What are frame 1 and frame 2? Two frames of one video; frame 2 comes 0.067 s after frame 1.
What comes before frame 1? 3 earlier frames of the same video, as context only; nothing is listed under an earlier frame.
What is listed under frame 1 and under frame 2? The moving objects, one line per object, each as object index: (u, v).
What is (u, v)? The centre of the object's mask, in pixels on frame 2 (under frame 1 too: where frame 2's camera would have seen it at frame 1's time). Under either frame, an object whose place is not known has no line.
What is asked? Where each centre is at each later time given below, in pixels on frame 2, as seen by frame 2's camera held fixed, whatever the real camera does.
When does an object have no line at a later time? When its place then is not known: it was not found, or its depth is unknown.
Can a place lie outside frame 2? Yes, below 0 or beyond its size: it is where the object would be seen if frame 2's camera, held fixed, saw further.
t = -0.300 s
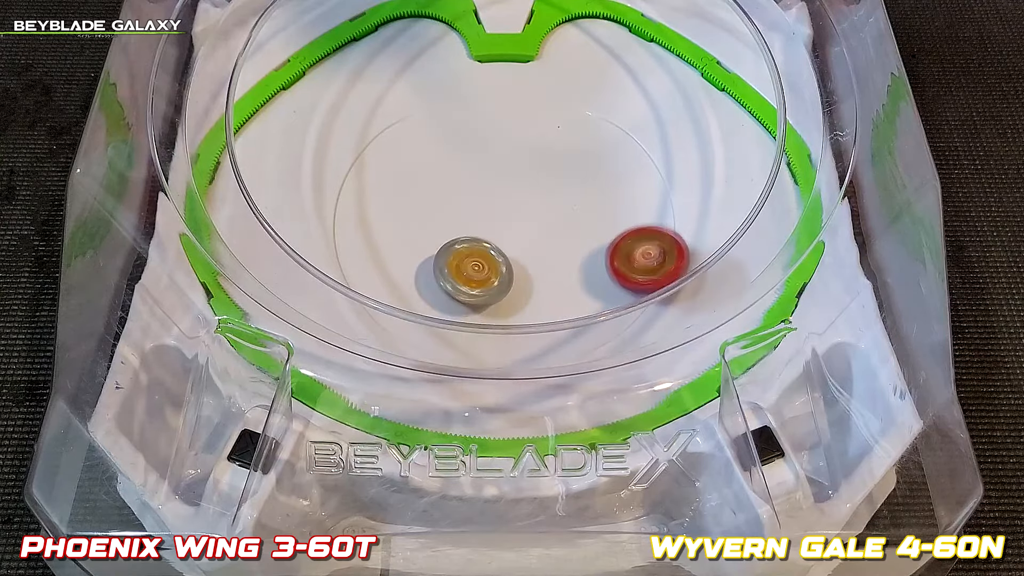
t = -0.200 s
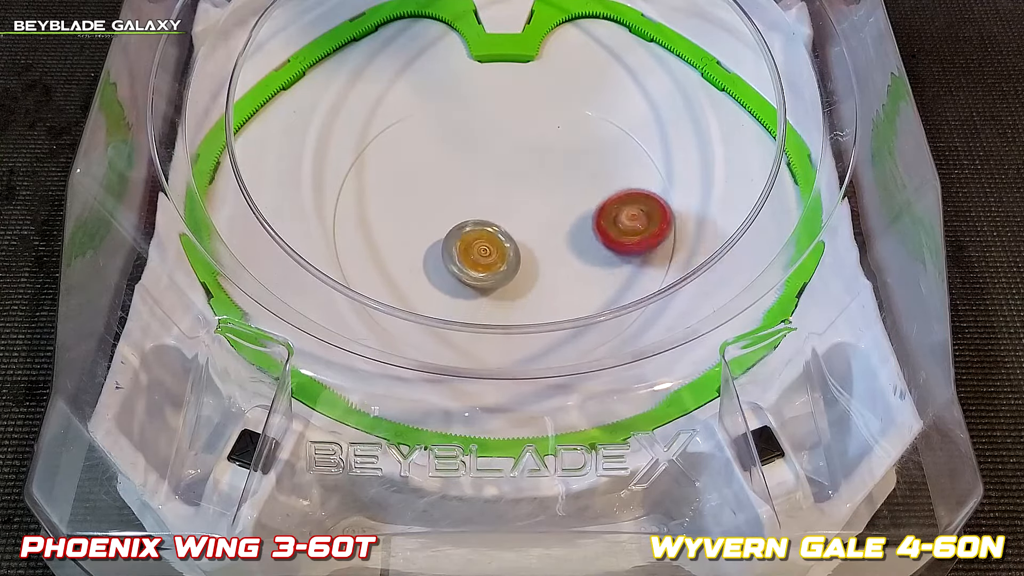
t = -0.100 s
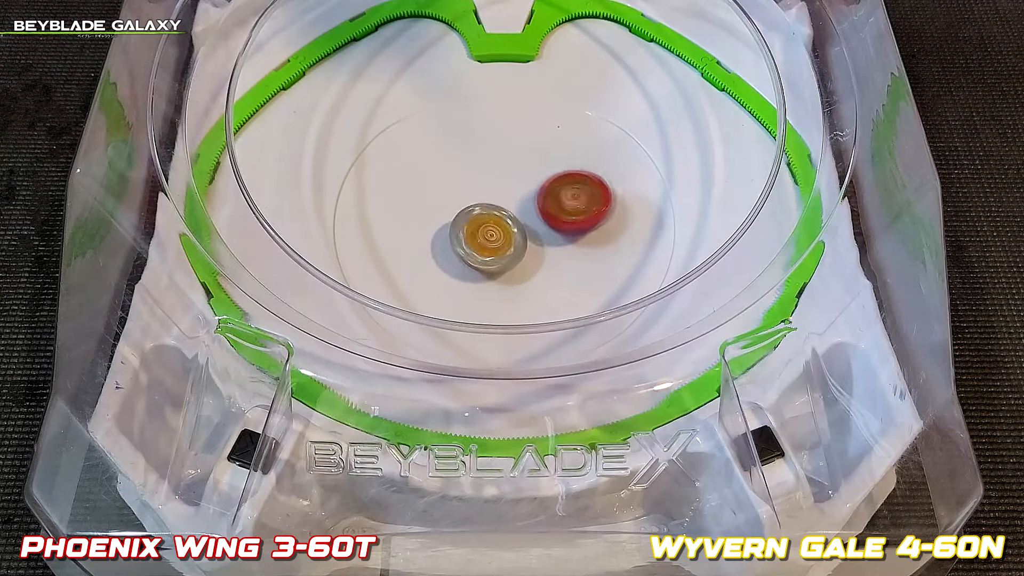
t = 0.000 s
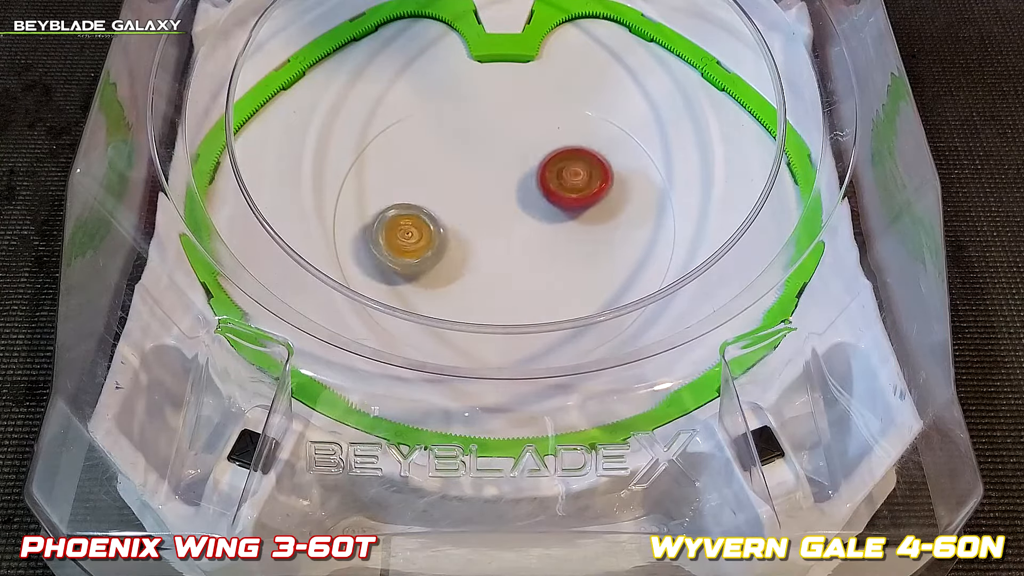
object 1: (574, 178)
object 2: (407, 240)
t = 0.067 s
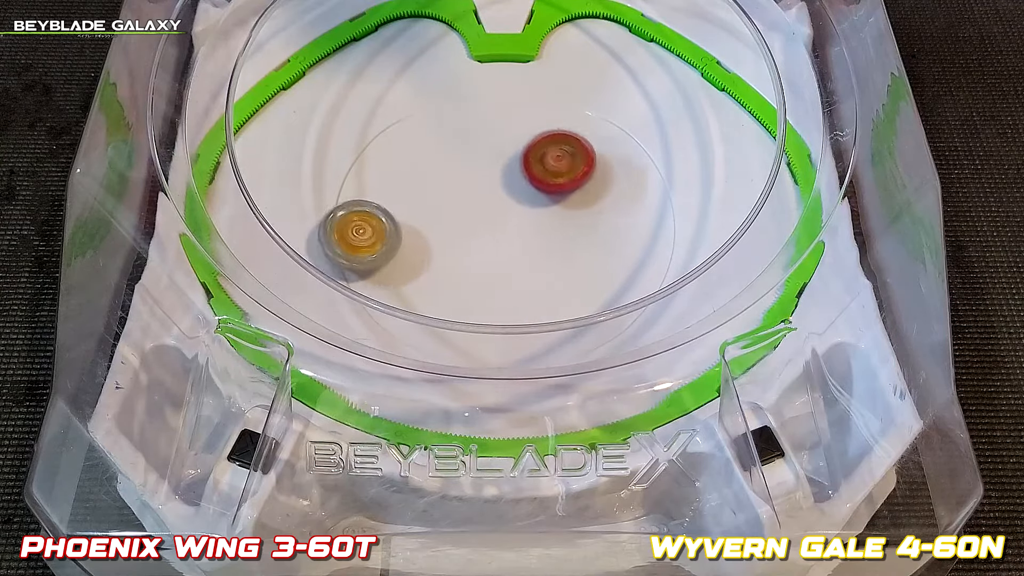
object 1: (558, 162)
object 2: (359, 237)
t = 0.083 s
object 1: (551, 159)
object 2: (353, 236)
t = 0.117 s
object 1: (536, 156)
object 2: (347, 234)
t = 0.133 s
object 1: (528, 155)
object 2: (347, 234)
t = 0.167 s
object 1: (510, 157)
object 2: (351, 233)
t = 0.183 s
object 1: (501, 160)
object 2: (354, 233)
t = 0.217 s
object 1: (486, 169)
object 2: (361, 233)
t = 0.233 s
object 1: (480, 175)
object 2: (365, 234)
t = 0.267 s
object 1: (470, 188)
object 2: (375, 235)
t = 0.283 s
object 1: (467, 196)
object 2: (380, 235)
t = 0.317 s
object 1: (463, 211)
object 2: (388, 236)
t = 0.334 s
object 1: (472, 216)
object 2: (381, 239)
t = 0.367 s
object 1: (494, 224)
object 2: (364, 244)
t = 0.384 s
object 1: (504, 225)
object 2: (358, 247)
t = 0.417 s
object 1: (524, 227)
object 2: (355, 249)
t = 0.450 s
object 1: (543, 225)
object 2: (357, 250)
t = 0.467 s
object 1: (553, 223)
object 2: (359, 251)
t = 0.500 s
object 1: (572, 216)
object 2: (365, 253)
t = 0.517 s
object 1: (580, 212)
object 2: (369, 253)
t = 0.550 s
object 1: (595, 203)
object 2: (377, 255)
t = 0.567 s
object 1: (601, 197)
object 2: (381, 256)
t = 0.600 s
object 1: (610, 184)
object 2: (391, 256)
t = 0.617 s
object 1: (613, 177)
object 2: (395, 257)
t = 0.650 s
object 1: (615, 164)
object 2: (403, 258)
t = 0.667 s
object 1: (613, 158)
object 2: (407, 258)
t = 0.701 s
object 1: (608, 147)
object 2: (415, 258)
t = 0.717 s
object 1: (604, 143)
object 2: (419, 259)
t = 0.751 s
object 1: (593, 136)
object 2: (427, 259)
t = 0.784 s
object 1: (579, 132)
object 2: (433, 260)
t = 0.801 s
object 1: (570, 132)
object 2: (437, 259)
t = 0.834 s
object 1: (554, 133)
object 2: (444, 259)
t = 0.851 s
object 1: (544, 136)
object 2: (447, 258)
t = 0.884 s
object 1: (529, 145)
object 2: (454, 257)
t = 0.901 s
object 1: (522, 150)
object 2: (458, 256)
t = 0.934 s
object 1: (508, 162)
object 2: (464, 254)
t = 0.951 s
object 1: (504, 169)
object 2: (467, 253)
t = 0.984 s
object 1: (493, 183)
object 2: (473, 251)
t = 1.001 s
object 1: (492, 186)
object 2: (474, 255)
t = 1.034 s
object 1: (496, 174)
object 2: (464, 288)
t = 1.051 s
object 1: (498, 169)
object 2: (462, 298)
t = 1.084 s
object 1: (501, 163)
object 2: (453, 332)
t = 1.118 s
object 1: (499, 161)
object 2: (449, 356)
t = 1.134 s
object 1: (497, 162)
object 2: (449, 359)
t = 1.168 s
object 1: (491, 165)
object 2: (449, 385)
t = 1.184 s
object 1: (488, 167)
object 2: (448, 390)
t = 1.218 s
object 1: (482, 174)
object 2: (447, 394)
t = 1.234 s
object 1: (481, 178)
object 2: (445, 403)
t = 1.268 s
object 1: (479, 187)
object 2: (442, 402)
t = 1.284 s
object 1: (480, 192)
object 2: (442, 401)
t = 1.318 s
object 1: (484, 203)
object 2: (447, 392)
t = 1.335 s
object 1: (488, 208)
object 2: (450, 388)
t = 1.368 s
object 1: (497, 215)
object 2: (454, 385)
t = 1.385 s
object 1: (502, 218)
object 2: (455, 384)
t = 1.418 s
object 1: (516, 223)
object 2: (459, 383)
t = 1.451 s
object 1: (529, 225)
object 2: (462, 382)
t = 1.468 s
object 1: (536, 224)
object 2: (463, 382)
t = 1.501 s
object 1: (548, 220)
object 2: (465, 383)
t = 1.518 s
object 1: (554, 217)
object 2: (466, 383)
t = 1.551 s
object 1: (563, 210)
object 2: (469, 383)
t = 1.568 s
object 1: (566, 205)
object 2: (470, 383)
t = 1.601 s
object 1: (568, 196)
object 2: (471, 382)
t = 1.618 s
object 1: (568, 191)
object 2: (472, 382)
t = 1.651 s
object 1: (564, 184)
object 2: (474, 381)
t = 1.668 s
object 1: (561, 181)
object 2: (475, 379)
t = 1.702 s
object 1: (553, 176)
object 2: (477, 379)
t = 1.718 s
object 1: (547, 174)
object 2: (477, 379)
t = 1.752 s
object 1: (536, 173)
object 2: (478, 379)
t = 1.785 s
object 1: (524, 175)
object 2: (481, 379)
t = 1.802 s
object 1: (518, 177)
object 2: (482, 379)
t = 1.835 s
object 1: (507, 183)
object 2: (483, 368)
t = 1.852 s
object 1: (502, 187)
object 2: (483, 368)
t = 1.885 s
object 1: (495, 196)
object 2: (484, 368)
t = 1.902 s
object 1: (493, 202)
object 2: (484, 367)
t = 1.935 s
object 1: (490, 212)
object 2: (485, 364)
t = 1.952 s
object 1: (489, 219)
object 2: (486, 361)
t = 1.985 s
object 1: (491, 230)
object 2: (487, 357)
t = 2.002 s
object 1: (494, 236)
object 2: (487, 350)
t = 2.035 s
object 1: (500, 245)
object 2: (489, 350)
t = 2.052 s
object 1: (504, 249)
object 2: (490, 350)
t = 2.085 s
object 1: (516, 254)
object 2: (491, 342)
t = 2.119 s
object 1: (528, 256)
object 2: (492, 338)
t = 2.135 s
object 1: (533, 255)
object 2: (493, 337)
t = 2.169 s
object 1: (545, 254)
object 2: (499, 325)
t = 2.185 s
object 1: (550, 252)
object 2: (501, 326)
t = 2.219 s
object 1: (558, 245)
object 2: (505, 319)
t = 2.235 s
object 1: (561, 240)
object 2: (506, 314)
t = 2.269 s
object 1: (564, 231)
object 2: (509, 303)
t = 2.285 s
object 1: (564, 226)
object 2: (511, 301)
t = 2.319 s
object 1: (561, 215)
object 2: (514, 299)
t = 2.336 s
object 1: (558, 210)
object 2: (516, 297)
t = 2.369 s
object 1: (551, 201)
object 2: (519, 294)
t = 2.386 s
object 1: (546, 196)
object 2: (520, 292)
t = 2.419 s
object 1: (535, 190)
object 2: (523, 287)
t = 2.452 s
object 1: (521, 186)
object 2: (525, 282)
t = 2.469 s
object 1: (514, 184)
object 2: (526, 279)
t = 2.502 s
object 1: (499, 183)
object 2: (527, 273)
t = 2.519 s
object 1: (492, 183)
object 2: (528, 271)
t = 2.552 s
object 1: (477, 187)
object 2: (531, 266)
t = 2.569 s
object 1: (471, 190)
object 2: (532, 263)
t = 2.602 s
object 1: (460, 198)
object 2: (534, 259)
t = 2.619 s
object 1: (456, 202)
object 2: (535, 256)
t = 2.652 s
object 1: (449, 211)
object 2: (537, 252)
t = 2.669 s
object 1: (447, 216)
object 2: (538, 250)
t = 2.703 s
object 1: (445, 227)
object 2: (541, 245)
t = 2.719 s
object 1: (446, 232)
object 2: (541, 243)
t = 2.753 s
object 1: (451, 242)
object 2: (543, 240)
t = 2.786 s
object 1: (459, 250)
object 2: (546, 235)
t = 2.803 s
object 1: (464, 253)
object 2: (547, 233)
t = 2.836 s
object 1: (477, 258)
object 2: (549, 230)
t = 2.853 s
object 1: (478, 261)
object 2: (557, 226)
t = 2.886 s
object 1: (482, 265)
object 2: (572, 218)
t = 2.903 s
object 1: (485, 266)
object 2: (578, 214)
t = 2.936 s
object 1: (493, 267)
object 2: (586, 209)
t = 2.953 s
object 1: (496, 265)
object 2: (588, 207)
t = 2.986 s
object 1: (503, 261)
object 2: (590, 204)
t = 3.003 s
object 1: (507, 259)
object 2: (591, 203)
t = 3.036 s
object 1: (513, 252)
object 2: (593, 200)
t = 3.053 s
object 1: (516, 248)
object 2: (594, 199)
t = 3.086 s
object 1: (520, 239)
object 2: (596, 196)
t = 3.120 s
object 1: (521, 228)
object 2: (597, 194)
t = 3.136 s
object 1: (521, 223)
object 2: (598, 193)
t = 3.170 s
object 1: (518, 211)
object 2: (599, 190)
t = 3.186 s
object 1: (515, 206)
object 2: (600, 189)
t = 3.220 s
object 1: (507, 195)
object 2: (601, 188)
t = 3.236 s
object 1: (504, 191)
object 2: (601, 187)
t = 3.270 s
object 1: (497, 183)
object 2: (602, 186)
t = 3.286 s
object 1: (493, 179)
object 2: (602, 186)
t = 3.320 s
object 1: (482, 174)
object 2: (602, 186)
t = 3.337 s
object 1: (477, 171)
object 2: (602, 186)
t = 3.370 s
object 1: (467, 169)
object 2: (600, 186)
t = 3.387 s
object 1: (462, 168)
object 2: (599, 187)
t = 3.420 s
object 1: (453, 169)
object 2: (598, 188)
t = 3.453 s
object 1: (445, 174)
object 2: (596, 189)
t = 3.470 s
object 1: (443, 177)
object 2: (596, 190)
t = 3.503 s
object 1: (440, 182)
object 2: (594, 191)
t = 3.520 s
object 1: (439, 186)
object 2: (593, 191)
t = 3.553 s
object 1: (442, 194)
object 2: (591, 193)
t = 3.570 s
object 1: (445, 198)
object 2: (590, 194)
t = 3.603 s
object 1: (452, 205)
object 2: (588, 196)
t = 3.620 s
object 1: (458, 208)
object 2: (587, 197)
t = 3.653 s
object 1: (469, 213)
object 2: (585, 199)
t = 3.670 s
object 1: (475, 215)
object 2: (585, 199)
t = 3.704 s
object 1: (488, 218)
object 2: (583, 201)
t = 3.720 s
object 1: (495, 218)
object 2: (583, 202)
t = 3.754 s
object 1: (488, 214)
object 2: (607, 203)
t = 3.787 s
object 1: (435, 204)
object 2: (683, 199)
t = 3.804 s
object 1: (412, 199)
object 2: (712, 195)
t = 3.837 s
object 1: (369, 188)
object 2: (777, 197)
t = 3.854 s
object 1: (351, 183)
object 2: (804, 198)
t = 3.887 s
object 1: (327, 177)
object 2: (833, 202)
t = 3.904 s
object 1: (319, 174)
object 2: (843, 208)
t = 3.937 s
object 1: (303, 171)
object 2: (831, 224)
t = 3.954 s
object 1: (296, 170)
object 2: (822, 228)
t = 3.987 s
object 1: (284, 166)
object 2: (811, 235)
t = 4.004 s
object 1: (278, 164)
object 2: (805, 241)
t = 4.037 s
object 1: (269, 159)
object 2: (795, 246)
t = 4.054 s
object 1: (260, 155)
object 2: (791, 248)
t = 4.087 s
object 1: (250, 149)
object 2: (785, 248)
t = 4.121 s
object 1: (240, 142)
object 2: (776, 252)
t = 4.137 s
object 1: (235, 137)
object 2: (768, 255)
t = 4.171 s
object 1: (226, 129)
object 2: (758, 249)
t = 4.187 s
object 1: (230, 132)
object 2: (751, 248)
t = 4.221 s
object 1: (250, 144)
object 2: (743, 244)
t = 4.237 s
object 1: (262, 146)
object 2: (741, 243)
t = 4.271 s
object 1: (269, 154)
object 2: (736, 243)
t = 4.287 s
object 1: (275, 158)
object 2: (735, 242)
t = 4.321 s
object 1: (286, 162)
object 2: (731, 242)
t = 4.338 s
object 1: (292, 166)
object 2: (729, 242)
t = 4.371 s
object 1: (302, 167)
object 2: (725, 241)
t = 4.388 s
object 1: (307, 167)
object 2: (722, 241)
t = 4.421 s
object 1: (316, 164)
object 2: (717, 240)
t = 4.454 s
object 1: (329, 161)
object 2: (712, 239)
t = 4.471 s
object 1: (337, 161)
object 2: (709, 238)
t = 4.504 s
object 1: (355, 167)
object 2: (705, 236)
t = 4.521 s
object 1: (365, 171)
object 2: (702, 235)
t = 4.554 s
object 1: (383, 181)
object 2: (698, 235)
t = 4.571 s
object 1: (392, 186)
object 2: (695, 233)
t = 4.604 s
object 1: (409, 195)
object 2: (691, 232)
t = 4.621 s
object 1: (417, 199)
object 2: (690, 231)
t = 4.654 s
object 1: (430, 207)
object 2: (685, 227)
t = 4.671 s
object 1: (437, 211)
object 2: (681, 226)
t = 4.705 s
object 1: (447, 219)
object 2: (669, 222)
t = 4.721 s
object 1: (452, 222)
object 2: (663, 220)
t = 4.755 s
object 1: (460, 229)
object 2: (651, 217)
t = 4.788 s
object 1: (469, 237)
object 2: (640, 213)
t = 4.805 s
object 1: (473, 240)
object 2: (635, 211)
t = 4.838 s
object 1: (481, 249)
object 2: (624, 208)
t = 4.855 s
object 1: (484, 253)
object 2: (620, 206)
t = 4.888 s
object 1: (491, 262)
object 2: (610, 203)
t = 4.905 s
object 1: (493, 266)
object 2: (606, 201)
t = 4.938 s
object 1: (498, 275)
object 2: (599, 198)
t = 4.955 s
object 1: (500, 279)
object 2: (596, 197)
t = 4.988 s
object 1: (503, 288)
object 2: (592, 193)
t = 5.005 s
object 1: (505, 292)
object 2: (590, 192)
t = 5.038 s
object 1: (506, 298)
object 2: (587, 189)
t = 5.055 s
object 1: (508, 300)
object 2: (586, 188)
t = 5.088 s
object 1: (507, 313)
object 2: (584, 187)
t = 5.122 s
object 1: (505, 324)
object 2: (582, 185)
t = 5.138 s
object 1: (502, 326)
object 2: (581, 184)
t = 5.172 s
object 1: (499, 335)
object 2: (578, 183)
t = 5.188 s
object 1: (498, 335)
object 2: (577, 182)
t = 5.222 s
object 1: (495, 334)
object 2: (575, 180)
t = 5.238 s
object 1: (496, 327)
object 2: (574, 180)
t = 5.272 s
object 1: (495, 318)
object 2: (572, 179)
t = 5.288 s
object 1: (494, 313)
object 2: (570, 178)
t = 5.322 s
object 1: (491, 303)
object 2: (568, 177)
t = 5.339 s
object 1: (490, 301)
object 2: (566, 176)
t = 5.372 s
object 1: (486, 297)
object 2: (564, 174)
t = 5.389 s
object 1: (482, 294)
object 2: (563, 173)
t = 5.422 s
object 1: (475, 289)
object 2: (561, 171)
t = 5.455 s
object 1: (469, 282)
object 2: (559, 170)
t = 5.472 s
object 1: (467, 277)
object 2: (558, 168)
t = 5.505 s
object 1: (463, 268)
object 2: (555, 166)
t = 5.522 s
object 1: (462, 264)
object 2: (554, 165)
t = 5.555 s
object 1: (461, 254)
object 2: (551, 164)
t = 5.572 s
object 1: (461, 250)
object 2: (550, 163)
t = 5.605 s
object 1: (462, 240)
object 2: (548, 161)
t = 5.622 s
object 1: (463, 236)
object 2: (547, 160)
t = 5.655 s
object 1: (466, 227)
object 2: (545, 158)
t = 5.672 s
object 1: (469, 223)
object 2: (545, 157)
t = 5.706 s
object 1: (474, 215)
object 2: (544, 156)
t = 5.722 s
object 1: (477, 211)
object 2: (543, 155)
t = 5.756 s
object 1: (483, 204)
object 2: (543, 155)
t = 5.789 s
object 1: (485, 199)
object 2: (546, 154)
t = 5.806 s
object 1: (470, 205)
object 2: (568, 137)
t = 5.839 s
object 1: (444, 213)
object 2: (601, 119)
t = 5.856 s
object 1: (433, 218)
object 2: (618, 110)
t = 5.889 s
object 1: (416, 224)
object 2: (634, 97)
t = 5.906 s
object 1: (409, 228)
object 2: (640, 95)
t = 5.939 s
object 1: (403, 232)
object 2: (651, 101)
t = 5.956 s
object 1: (403, 235)
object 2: (656, 108)
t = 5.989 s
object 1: (409, 239)
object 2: (663, 108)
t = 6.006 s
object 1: (413, 242)
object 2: (665, 108)
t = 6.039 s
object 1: (421, 250)
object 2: (667, 117)
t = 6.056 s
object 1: (426, 254)
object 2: (667, 119)
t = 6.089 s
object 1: (434, 262)
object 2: (663, 119)
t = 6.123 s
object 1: (442, 269)
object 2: (659, 122)
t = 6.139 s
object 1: (447, 272)
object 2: (656, 121)
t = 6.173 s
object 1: (458, 277)
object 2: (654, 121)
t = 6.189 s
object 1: (463, 280)
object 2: (653, 122)
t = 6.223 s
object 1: (474, 285)
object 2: (651, 124)
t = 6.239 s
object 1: (480, 287)
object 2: (651, 124)
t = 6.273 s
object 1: (491, 289)
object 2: (648, 126)
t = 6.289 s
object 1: (497, 290)
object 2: (646, 127)
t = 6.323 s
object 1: (509, 292)
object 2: (640, 132)
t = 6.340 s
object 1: (515, 292)
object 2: (636, 133)
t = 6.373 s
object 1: (527, 293)
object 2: (628, 136)
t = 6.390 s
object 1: (533, 292)
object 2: (624, 138)
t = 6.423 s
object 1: (545, 291)
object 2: (616, 141)
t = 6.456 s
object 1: (557, 289)
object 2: (609, 144)
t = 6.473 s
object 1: (563, 287)
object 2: (606, 146)
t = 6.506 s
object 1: (573, 283)
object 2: (600, 147)
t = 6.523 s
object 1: (583, 276)
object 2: (594, 149)
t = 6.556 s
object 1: (590, 270)
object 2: (589, 150)
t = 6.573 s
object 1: (593, 265)
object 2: (587, 152)
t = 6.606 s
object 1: (598, 256)
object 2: (583, 152)
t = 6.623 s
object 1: (601, 252)
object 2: (581, 153)
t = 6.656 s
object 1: (604, 243)
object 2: (577, 155)
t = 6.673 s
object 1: (605, 238)
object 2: (575, 155)
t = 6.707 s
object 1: (606, 229)
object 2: (572, 156)
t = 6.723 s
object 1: (606, 225)
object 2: (569, 157)
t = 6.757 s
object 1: (605, 215)
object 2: (566, 158)
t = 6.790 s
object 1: (603, 209)
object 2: (562, 156)
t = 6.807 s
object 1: (602, 208)
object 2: (559, 149)
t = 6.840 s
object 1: (598, 206)
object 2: (549, 137)
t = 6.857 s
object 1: (596, 204)
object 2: (545, 132)
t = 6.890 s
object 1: (590, 200)
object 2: (536, 124)
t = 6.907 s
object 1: (587, 197)
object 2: (532, 122)
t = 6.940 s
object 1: (578, 194)
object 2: (526, 119)
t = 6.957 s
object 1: (573, 193)
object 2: (524, 118)
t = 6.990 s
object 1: (565, 190)
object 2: (522, 119)
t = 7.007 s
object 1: (560, 190)
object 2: (521, 119)
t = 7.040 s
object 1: (551, 188)
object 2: (521, 121)
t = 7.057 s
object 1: (545, 187)
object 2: (520, 122)
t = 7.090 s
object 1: (536, 186)
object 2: (519, 123)
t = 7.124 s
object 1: (527, 188)
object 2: (518, 122)
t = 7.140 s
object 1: (522, 189)
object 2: (518, 122)
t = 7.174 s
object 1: (510, 192)
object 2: (518, 121)
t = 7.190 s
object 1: (506, 192)
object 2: (518, 122)
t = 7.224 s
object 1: (500, 194)
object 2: (516, 124)
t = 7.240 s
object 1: (496, 194)
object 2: (515, 125)
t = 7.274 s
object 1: (486, 196)
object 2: (514, 129)
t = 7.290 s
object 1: (480, 197)
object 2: (513, 129)
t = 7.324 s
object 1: (472, 198)
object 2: (512, 132)
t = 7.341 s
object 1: (468, 198)
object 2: (511, 133)
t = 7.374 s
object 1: (462, 200)
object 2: (510, 137)
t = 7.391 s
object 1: (456, 200)
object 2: (509, 138)
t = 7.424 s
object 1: (447, 202)
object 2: (508, 140)
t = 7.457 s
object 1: (440, 204)
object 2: (507, 142)
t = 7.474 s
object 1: (437, 206)
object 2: (506, 143)
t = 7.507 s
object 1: (430, 210)
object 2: (504, 145)
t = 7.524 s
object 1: (429, 213)
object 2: (503, 147)
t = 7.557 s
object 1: (427, 217)
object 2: (501, 149)
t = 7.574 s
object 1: (428, 219)
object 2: (500, 150)
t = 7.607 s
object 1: (431, 223)
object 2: (498, 151)
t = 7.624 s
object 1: (432, 225)
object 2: (498, 152)
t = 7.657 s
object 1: (436, 227)
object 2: (496, 154)
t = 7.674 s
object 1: (440, 228)
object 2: (495, 154)
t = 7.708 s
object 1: (446, 230)
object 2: (495, 155)
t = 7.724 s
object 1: (450, 231)
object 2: (494, 155)
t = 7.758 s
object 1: (461, 232)
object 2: (495, 157)
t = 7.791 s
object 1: (470, 232)
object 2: (495, 159)
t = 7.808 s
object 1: (474, 232)
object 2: (495, 160)
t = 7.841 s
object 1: (484, 232)
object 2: (495, 162)
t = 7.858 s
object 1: (489, 232)
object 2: (495, 163)
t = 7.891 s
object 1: (498, 231)
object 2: (495, 165)
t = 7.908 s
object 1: (503, 230)
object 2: (495, 166)
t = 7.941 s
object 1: (513, 229)
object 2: (494, 169)
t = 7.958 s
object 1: (517, 228)
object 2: (494, 170)
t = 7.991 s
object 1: (526, 226)
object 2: (493, 172)
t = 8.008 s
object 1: (530, 225)
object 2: (493, 173)
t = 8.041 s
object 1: (539, 224)
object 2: (492, 175)
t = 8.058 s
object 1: (544, 223)
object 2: (492, 177)
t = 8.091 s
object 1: (553, 220)
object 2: (490, 178)
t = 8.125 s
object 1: (562, 217)
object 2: (489, 180)
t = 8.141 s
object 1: (566, 216)
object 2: (488, 181)
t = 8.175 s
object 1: (574, 213)
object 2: (487, 182)
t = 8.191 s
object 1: (578, 211)
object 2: (486, 183)
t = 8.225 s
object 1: (584, 206)
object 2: (485, 186)
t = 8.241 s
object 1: (586, 204)
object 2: (484, 188)
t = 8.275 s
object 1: (589, 199)
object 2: (483, 189)
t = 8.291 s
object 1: (590, 197)
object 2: (481, 186)
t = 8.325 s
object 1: (589, 192)
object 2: (480, 190)
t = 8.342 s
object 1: (589, 191)
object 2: (479, 190)
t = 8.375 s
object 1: (585, 188)
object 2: (477, 191)
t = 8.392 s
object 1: (583, 187)
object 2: (477, 191)
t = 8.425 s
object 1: (580, 185)
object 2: (475, 191)
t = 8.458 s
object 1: (573, 183)
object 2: (474, 191)
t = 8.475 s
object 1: (570, 183)
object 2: (474, 191)
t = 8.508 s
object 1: (564, 182)
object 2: (474, 192)
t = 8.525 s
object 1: (558, 181)
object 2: (473, 191)
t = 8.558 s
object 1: (550, 182)
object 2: (475, 192)
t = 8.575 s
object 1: (556, 179)
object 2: (466, 188)
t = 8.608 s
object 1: (573, 182)
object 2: (447, 183)
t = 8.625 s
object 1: (581, 183)
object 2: (436, 183)
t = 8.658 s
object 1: (593, 186)
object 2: (419, 189)
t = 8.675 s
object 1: (597, 187)
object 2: (414, 188)
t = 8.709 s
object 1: (600, 188)
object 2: (405, 193)
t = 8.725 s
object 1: (601, 187)
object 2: (405, 193)
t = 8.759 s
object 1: (603, 186)
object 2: (406, 196)
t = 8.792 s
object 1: (607, 188)
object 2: (409, 199)
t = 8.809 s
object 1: (608, 189)
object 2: (410, 200)
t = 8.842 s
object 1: (608, 192)
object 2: (413, 203)
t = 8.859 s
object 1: (609, 194)
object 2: (413, 204)
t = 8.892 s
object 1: (607, 197)
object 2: (415, 205)
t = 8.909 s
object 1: (604, 199)
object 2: (416, 207)
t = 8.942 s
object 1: (601, 202)
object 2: (417, 207)
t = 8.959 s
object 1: (598, 203)
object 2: (418, 207)
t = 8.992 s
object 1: (592, 206)
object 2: (419, 208)
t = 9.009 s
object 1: (587, 208)
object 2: (420, 208)
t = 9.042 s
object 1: (578, 212)
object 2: (422, 208)
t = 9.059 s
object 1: (574, 213)
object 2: (423, 209)
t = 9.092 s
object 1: (567, 214)
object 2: (426, 210)
